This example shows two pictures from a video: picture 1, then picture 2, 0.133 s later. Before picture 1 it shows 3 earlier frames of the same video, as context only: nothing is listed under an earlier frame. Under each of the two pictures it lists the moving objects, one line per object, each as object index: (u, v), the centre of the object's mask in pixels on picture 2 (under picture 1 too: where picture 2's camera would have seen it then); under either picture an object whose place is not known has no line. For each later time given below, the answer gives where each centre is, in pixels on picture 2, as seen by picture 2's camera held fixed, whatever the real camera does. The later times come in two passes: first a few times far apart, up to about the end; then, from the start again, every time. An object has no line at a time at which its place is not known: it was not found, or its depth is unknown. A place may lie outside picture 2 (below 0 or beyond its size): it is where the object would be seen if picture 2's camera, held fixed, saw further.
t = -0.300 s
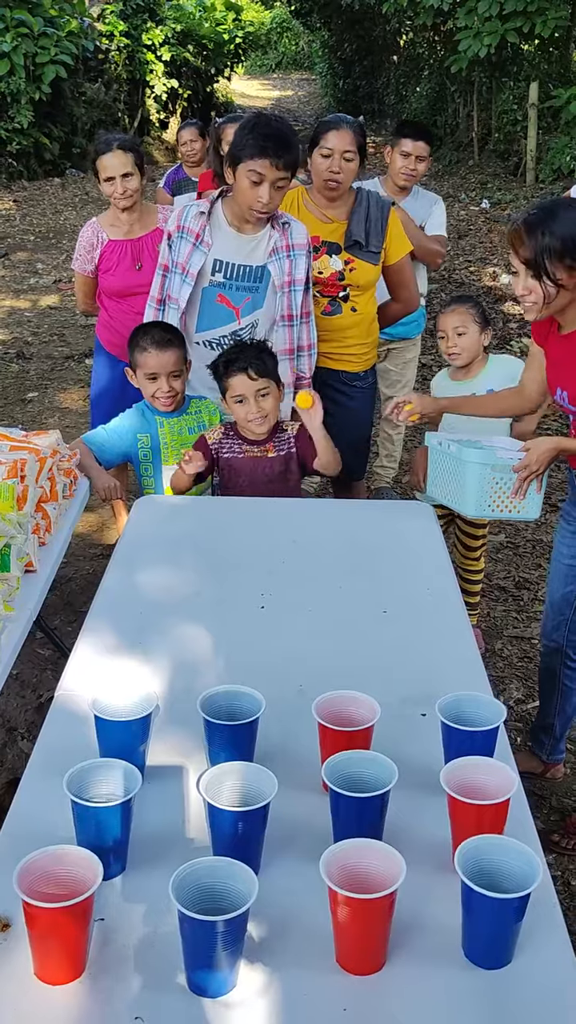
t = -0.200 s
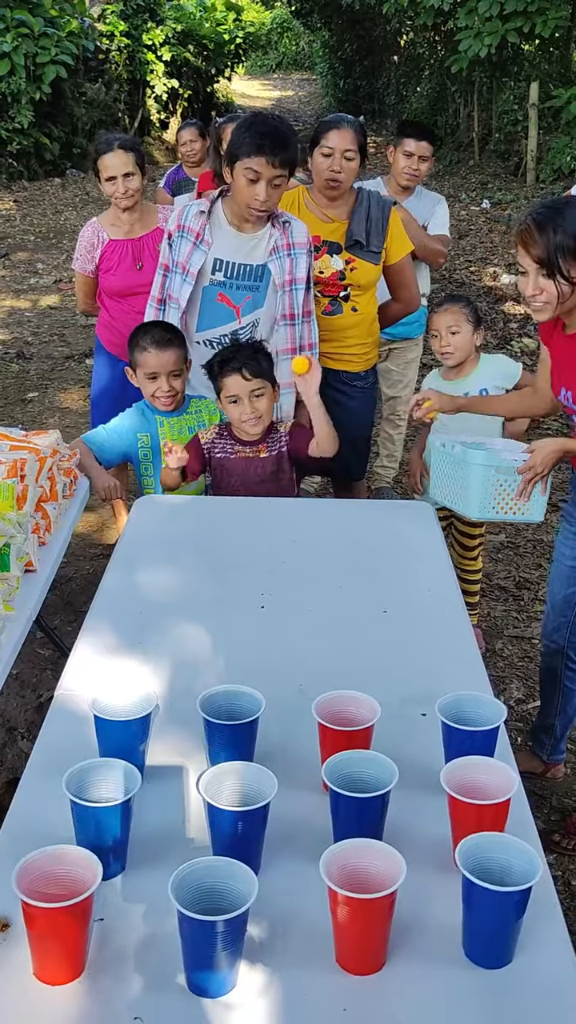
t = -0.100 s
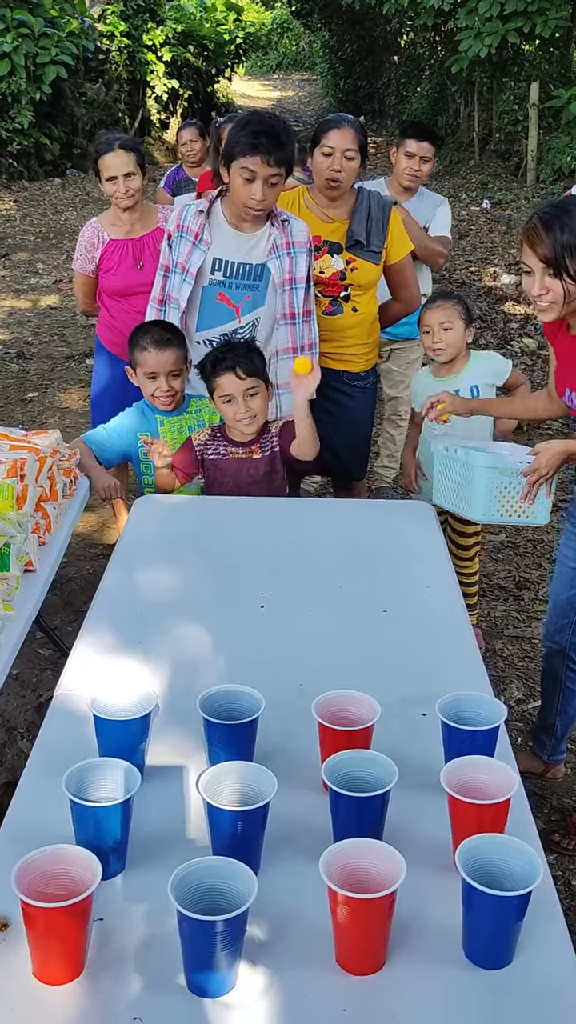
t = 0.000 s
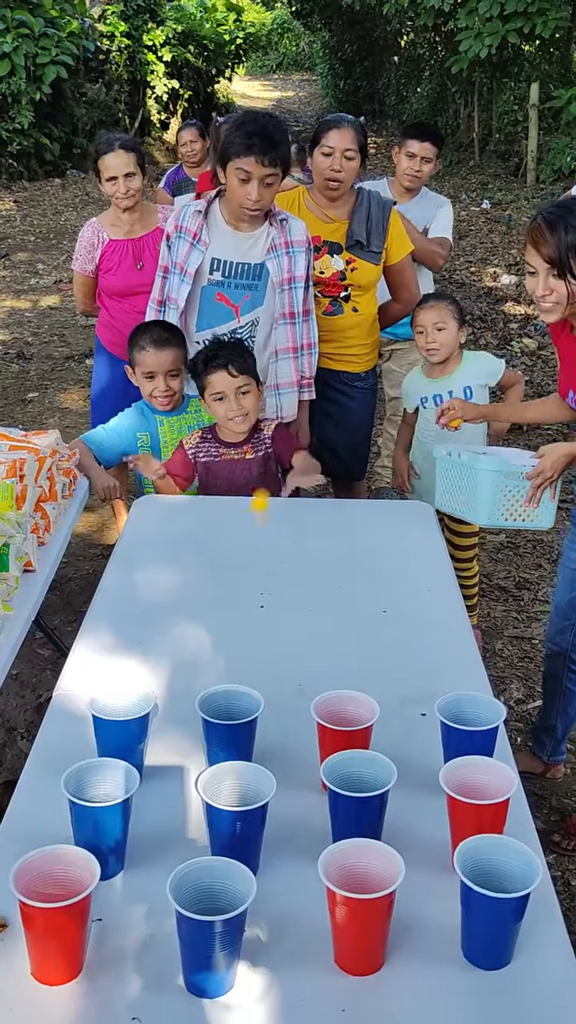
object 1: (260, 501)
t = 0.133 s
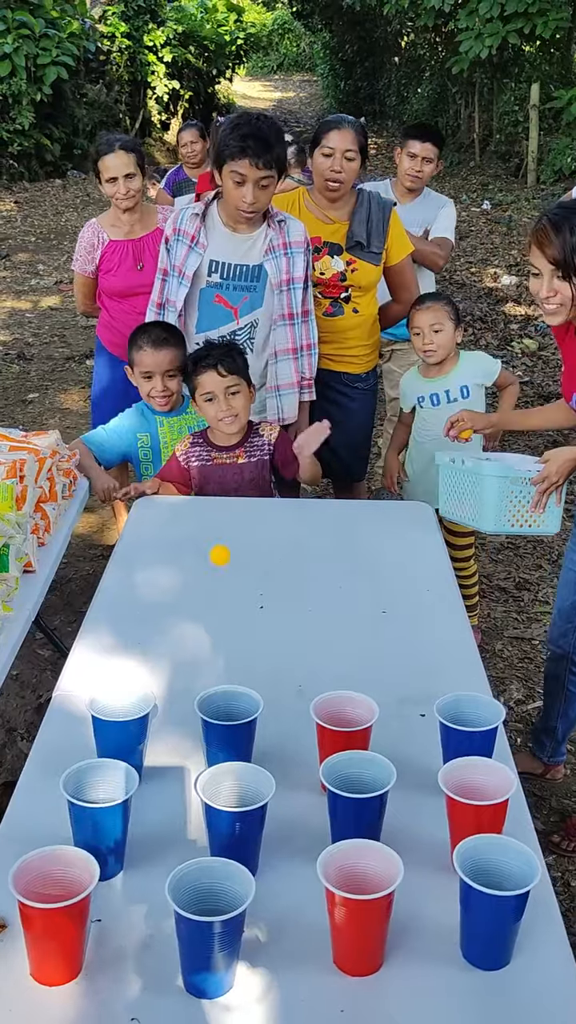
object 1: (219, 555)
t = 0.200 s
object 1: (203, 575)
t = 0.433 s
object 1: (153, 717)
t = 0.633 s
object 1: (206, 684)
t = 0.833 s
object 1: (250, 677)
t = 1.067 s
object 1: (293, 664)
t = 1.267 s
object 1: (327, 651)
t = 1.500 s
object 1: (365, 638)
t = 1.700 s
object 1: (393, 629)
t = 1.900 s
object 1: (420, 620)
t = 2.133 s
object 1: (447, 610)
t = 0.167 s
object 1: (211, 563)
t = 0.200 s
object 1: (203, 575)
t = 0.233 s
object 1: (194, 596)
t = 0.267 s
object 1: (184, 623)
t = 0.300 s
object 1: (175, 657)
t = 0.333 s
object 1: (165, 691)
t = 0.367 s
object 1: (160, 697)
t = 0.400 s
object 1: (154, 711)
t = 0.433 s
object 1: (153, 717)
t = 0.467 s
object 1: (161, 709)
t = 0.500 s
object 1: (172, 706)
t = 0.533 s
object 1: (184, 704)
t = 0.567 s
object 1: (191, 691)
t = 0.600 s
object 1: (199, 685)
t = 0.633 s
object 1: (206, 684)
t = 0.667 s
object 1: (213, 683)
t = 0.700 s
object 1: (221, 678)
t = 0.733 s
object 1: (228, 676)
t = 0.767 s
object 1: (235, 678)
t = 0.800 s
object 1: (242, 677)
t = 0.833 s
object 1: (250, 677)
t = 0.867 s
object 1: (256, 676)
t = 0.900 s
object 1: (262, 675)
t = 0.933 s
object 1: (268, 673)
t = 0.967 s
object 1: (274, 671)
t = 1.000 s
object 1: (280, 668)
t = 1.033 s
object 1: (287, 666)
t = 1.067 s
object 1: (293, 664)
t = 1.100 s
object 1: (299, 661)
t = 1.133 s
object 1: (305, 659)
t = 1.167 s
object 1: (311, 657)
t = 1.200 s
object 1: (316, 655)
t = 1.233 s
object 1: (322, 653)
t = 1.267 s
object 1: (327, 651)
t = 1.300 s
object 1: (333, 649)
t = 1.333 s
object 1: (338, 648)
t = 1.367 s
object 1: (343, 646)
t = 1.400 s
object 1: (349, 644)
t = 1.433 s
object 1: (354, 643)
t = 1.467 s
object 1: (360, 640)
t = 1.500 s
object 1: (365, 638)
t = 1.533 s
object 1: (371, 637)
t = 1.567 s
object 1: (375, 635)
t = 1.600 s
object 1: (379, 634)
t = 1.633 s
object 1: (384, 632)
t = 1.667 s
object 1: (389, 630)
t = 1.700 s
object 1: (393, 629)
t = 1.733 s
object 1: (397, 627)
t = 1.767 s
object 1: (403, 625)
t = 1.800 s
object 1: (407, 624)
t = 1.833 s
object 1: (411, 622)
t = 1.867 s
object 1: (416, 621)
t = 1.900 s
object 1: (420, 620)
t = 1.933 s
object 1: (425, 618)
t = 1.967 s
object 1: (428, 617)
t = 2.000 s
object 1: (432, 616)
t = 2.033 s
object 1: (435, 614)
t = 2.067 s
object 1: (439, 612)
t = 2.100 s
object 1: (443, 611)
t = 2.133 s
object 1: (447, 610)
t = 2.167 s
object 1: (451, 609)
